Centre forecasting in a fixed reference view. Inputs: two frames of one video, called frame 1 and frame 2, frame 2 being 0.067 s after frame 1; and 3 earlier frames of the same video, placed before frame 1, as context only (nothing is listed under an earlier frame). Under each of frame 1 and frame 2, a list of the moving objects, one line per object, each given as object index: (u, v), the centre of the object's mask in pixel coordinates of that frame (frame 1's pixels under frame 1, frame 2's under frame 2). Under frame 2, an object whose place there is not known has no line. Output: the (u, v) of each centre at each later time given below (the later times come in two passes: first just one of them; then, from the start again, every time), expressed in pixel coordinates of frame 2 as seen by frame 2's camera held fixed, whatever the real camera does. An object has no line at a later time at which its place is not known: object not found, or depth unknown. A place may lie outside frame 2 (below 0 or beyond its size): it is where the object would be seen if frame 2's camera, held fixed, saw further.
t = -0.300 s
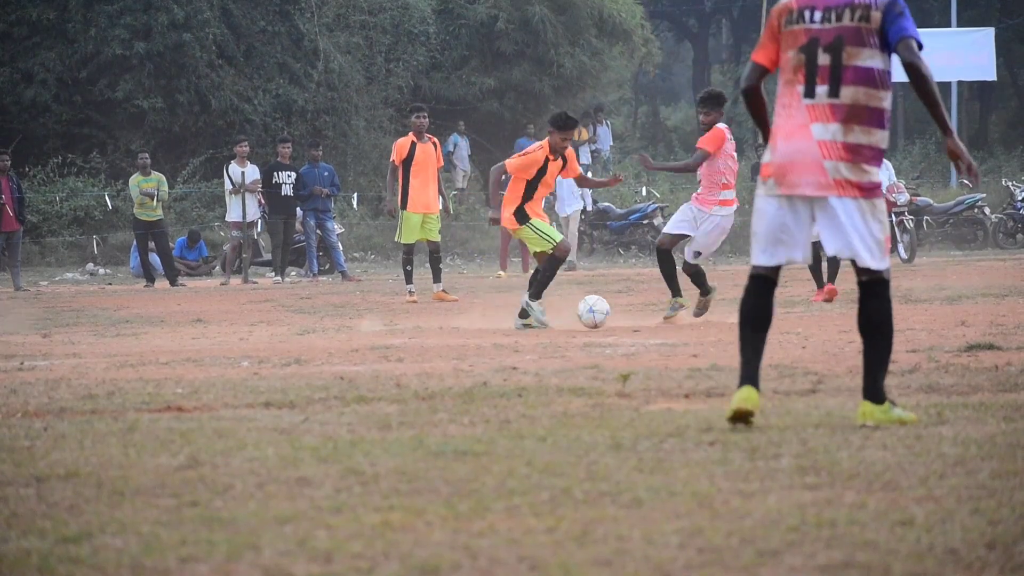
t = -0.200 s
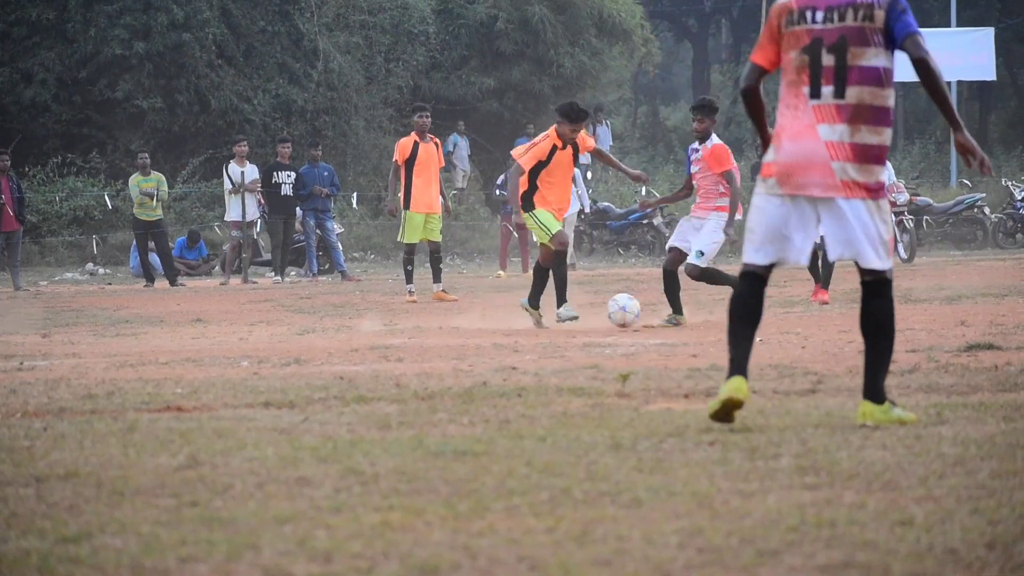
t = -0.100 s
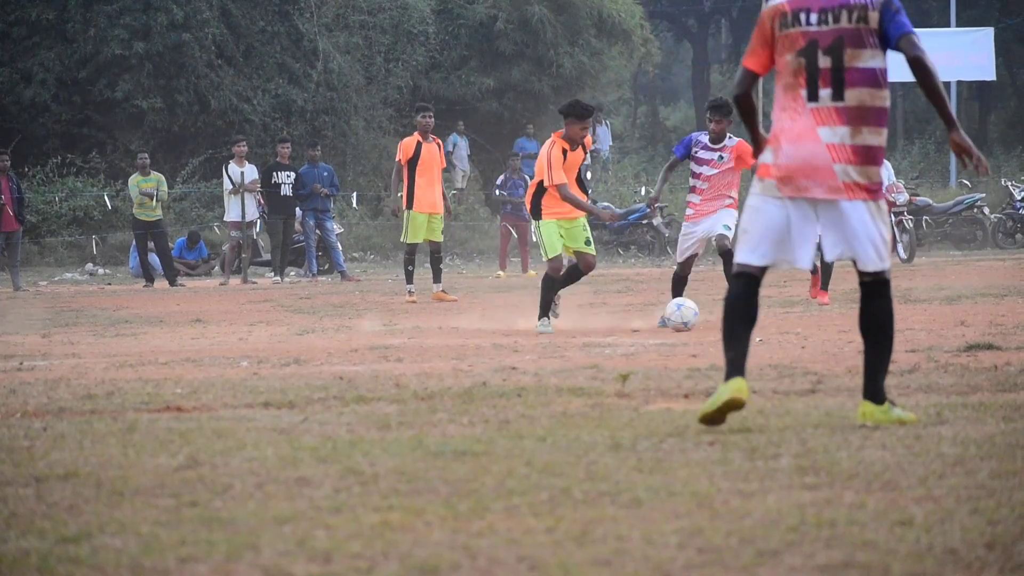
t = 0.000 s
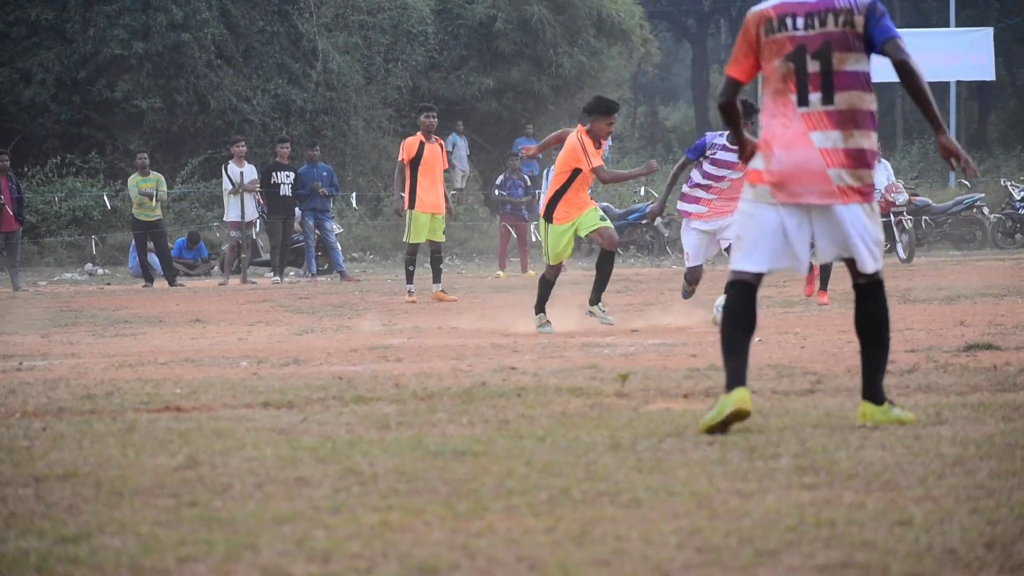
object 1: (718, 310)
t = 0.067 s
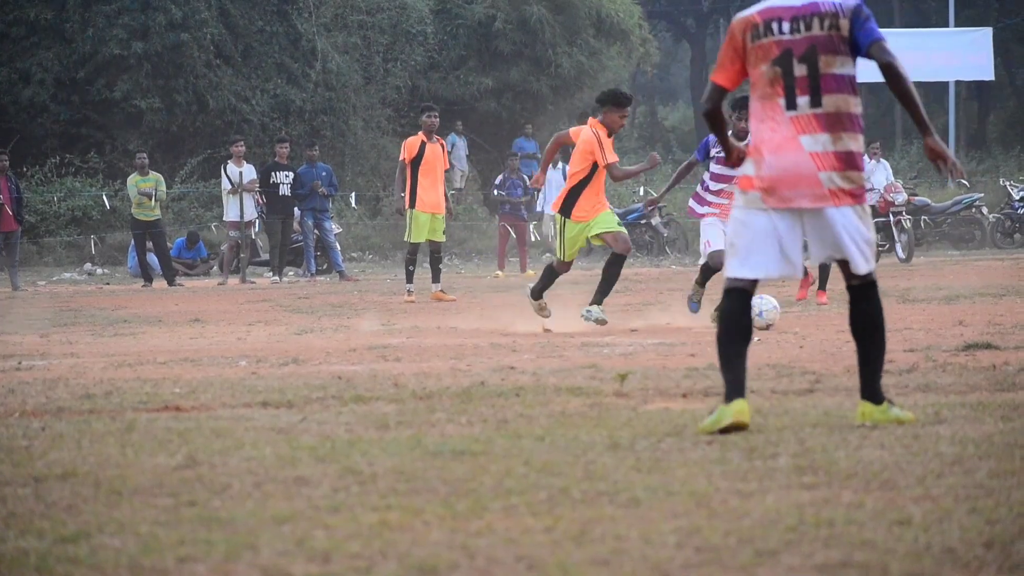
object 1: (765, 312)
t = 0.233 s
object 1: (825, 314)
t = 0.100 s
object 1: (776, 310)
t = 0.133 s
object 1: (789, 311)
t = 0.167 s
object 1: (802, 312)
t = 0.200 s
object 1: (813, 317)
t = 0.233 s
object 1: (825, 314)
